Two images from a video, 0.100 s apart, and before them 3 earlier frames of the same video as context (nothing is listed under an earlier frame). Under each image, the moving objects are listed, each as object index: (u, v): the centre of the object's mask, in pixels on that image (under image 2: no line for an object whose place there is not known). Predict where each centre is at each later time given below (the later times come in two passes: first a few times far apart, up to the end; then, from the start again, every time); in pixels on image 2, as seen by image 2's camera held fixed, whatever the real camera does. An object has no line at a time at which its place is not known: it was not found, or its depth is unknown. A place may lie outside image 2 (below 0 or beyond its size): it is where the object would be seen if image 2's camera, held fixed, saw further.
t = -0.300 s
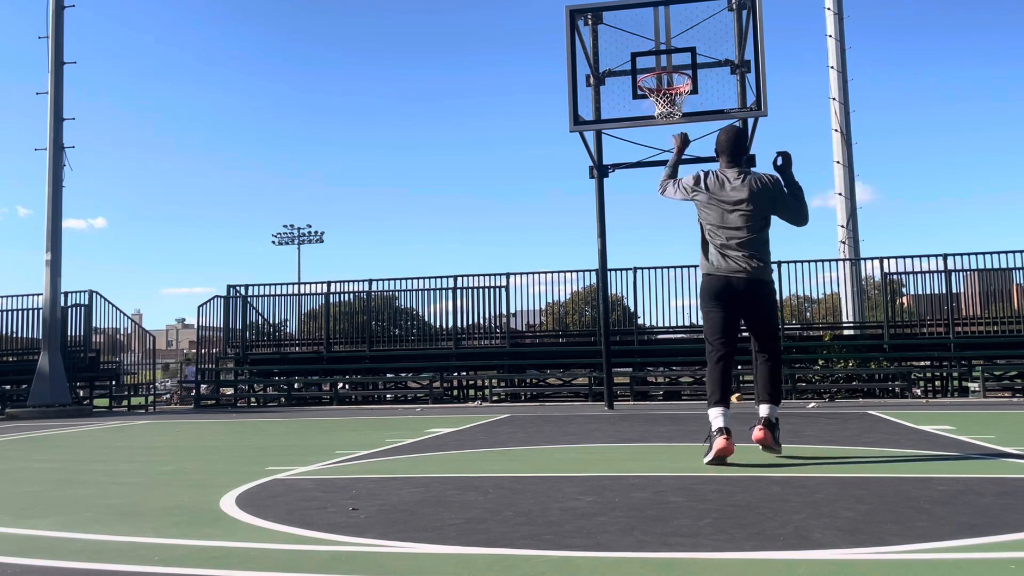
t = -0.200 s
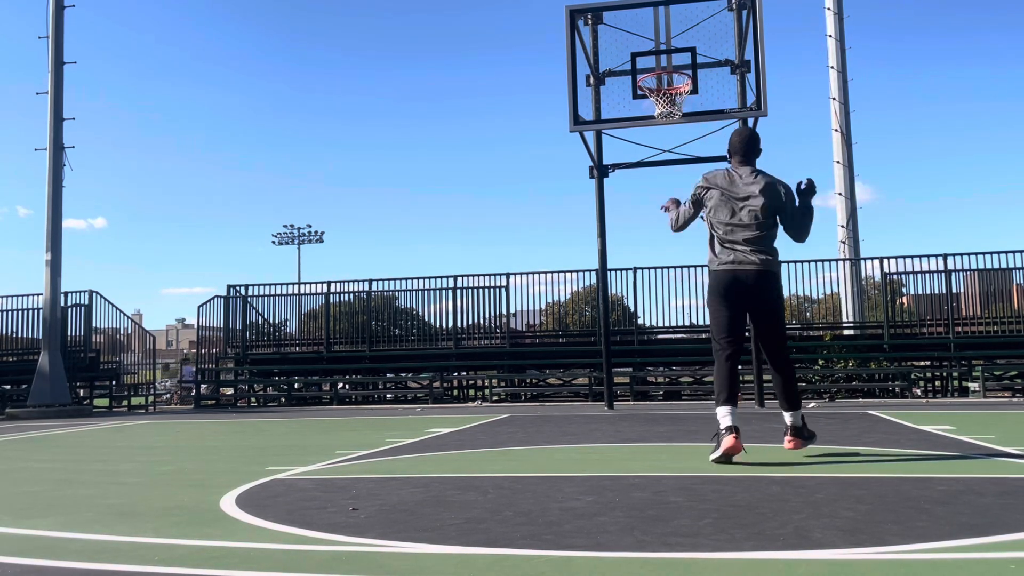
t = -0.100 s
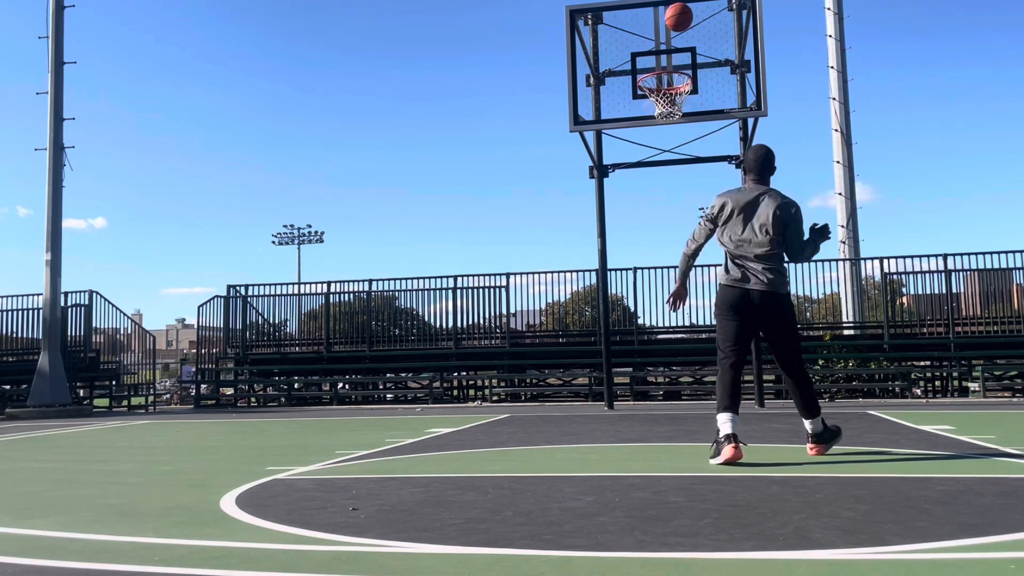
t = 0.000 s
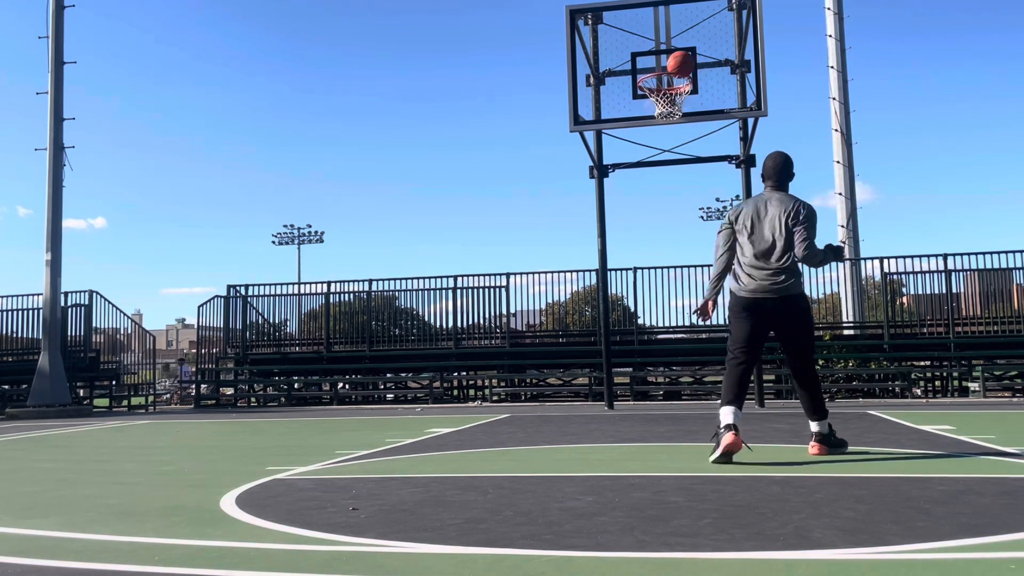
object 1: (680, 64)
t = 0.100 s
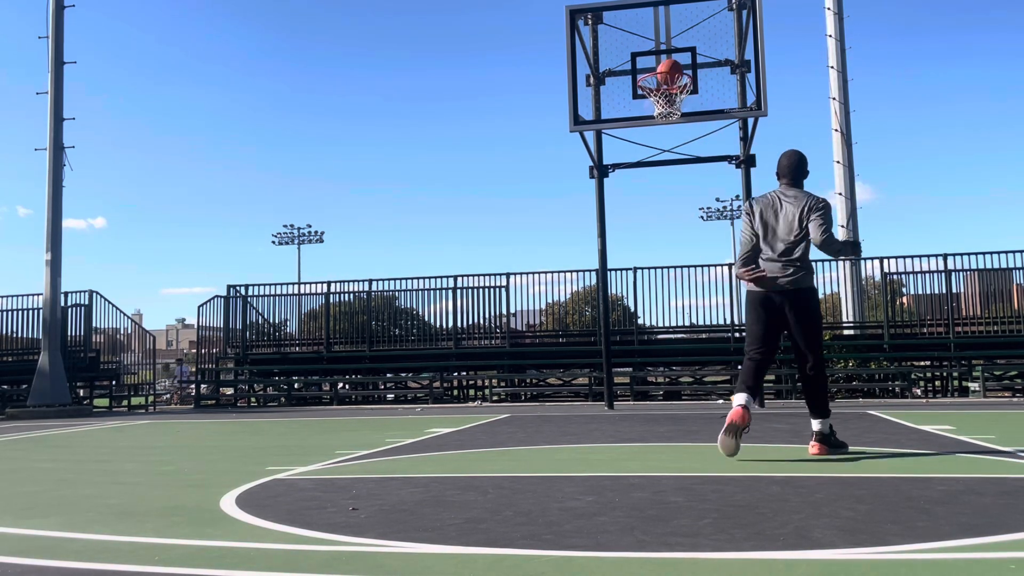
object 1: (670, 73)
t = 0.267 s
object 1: (649, 62)
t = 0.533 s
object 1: (620, 91)
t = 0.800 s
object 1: (593, 190)
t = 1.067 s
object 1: (571, 363)
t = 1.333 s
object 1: (543, 303)
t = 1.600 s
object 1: (518, 235)
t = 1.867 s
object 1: (496, 235)
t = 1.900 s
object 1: (494, 239)
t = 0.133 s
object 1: (666, 77)
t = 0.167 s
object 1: (662, 66)
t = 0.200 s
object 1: (657, 64)
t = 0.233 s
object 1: (654, 63)
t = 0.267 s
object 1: (649, 62)
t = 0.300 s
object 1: (645, 62)
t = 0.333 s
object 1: (642, 63)
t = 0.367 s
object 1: (638, 65)
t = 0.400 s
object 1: (634, 68)
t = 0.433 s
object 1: (630, 72)
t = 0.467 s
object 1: (626, 77)
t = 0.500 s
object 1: (623, 83)
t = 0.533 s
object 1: (620, 91)
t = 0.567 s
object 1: (616, 99)
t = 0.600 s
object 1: (613, 109)
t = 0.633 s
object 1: (610, 119)
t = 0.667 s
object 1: (606, 131)
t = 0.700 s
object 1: (603, 144)
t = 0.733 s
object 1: (600, 159)
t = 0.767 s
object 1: (597, 174)
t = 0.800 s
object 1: (593, 190)
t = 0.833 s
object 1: (591, 207)
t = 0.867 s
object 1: (588, 226)
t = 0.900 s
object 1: (585, 246)
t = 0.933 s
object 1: (582, 266)
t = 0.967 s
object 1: (579, 289)
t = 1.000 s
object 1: (576, 312)
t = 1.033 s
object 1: (573, 337)
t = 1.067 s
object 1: (571, 363)
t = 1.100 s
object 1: (568, 391)
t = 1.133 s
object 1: (565, 408)
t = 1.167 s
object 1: (561, 387)
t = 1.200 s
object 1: (557, 367)
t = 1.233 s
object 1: (553, 349)
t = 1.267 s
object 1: (550, 333)
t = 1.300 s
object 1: (545, 317)
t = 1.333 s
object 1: (543, 303)
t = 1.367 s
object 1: (539, 290)
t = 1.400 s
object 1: (537, 284)
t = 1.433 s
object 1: (534, 273)
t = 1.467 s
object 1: (531, 263)
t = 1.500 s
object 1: (527, 254)
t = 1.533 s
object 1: (524, 246)
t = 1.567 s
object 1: (521, 240)
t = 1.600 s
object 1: (518, 235)
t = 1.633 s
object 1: (515, 231)
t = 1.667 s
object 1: (513, 228)
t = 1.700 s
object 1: (510, 226)
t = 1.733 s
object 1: (507, 226)
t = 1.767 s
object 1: (504, 226)
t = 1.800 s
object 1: (501, 228)
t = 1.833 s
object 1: (499, 231)
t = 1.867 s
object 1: (496, 235)
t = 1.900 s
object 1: (494, 239)
